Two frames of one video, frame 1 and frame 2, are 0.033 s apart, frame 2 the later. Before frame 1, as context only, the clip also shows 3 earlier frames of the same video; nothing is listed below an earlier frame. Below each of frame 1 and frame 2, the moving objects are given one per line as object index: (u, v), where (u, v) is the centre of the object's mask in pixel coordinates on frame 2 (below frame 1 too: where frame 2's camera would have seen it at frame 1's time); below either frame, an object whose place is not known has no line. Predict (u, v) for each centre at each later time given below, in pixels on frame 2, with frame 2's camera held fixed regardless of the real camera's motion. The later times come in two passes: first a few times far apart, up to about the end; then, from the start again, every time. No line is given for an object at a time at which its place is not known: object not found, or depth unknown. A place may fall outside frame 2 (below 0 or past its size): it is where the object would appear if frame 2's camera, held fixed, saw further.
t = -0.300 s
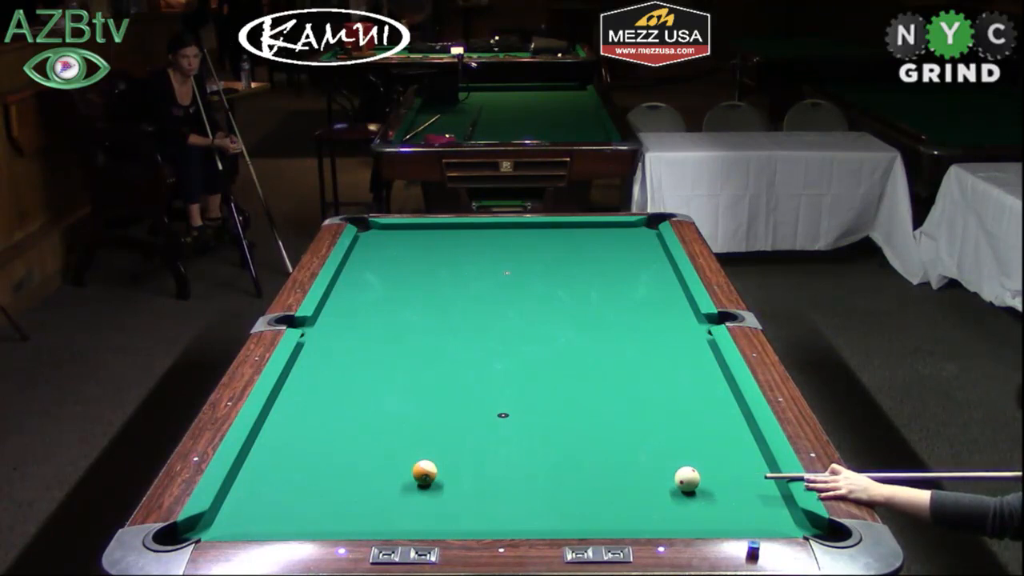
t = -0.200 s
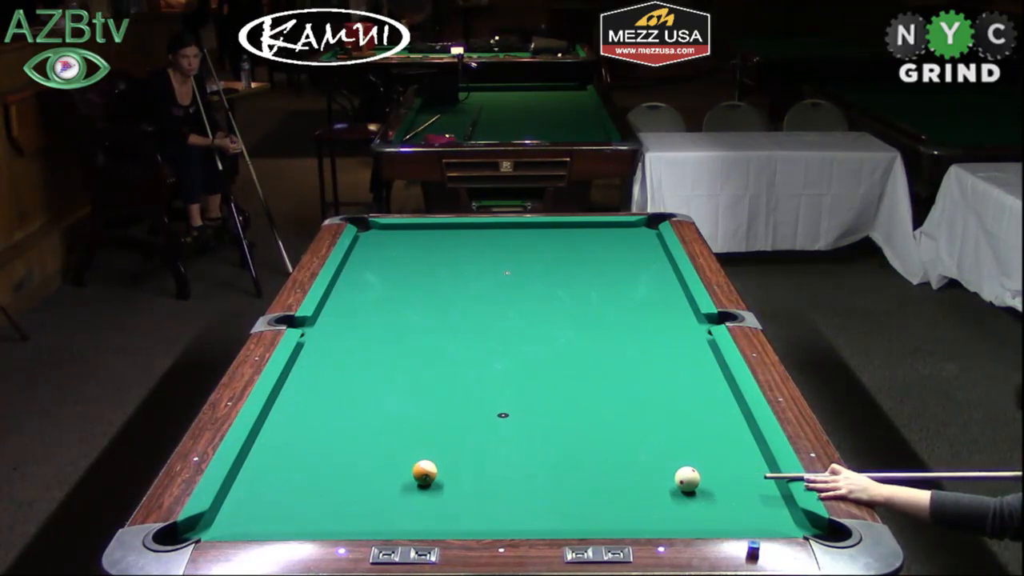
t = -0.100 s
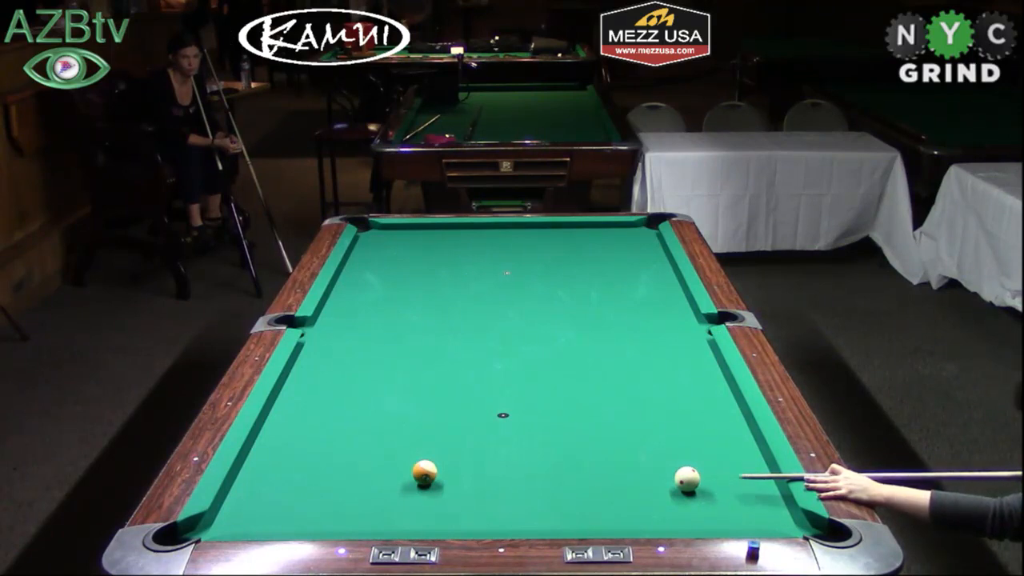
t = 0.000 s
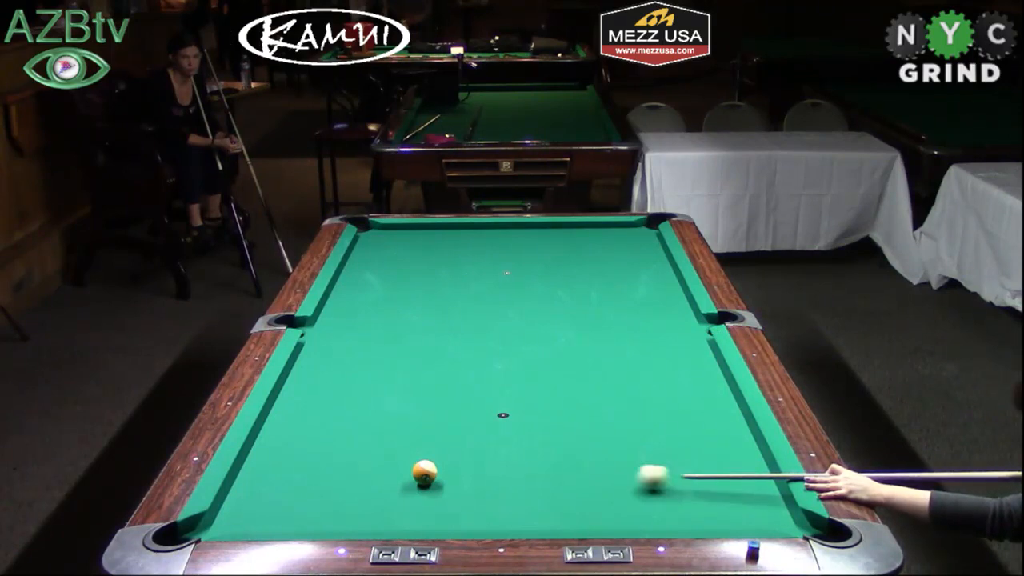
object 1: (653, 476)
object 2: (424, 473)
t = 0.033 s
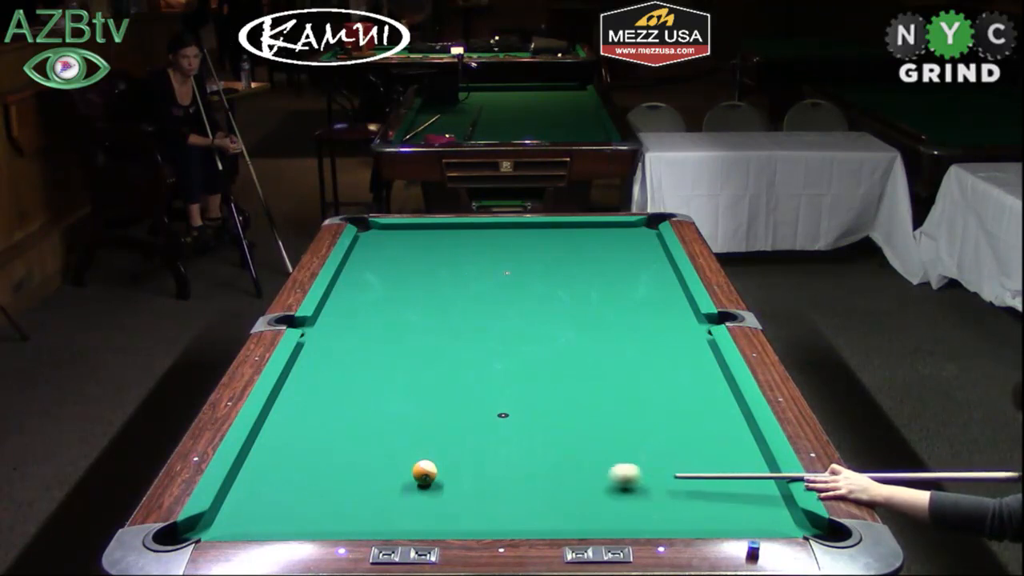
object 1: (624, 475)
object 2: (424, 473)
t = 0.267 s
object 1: (453, 466)
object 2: (424, 473)
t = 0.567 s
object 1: (369, 429)
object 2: (303, 504)
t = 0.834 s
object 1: (301, 401)
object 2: (203, 527)
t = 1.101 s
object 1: (314, 380)
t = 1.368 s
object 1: (354, 363)
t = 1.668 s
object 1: (395, 346)
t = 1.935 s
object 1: (428, 332)
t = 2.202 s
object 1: (457, 320)
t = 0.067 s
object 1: (597, 474)
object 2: (424, 473)
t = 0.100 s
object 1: (572, 472)
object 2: (424, 473)
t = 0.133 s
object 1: (547, 472)
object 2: (424, 473)
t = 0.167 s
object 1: (523, 471)
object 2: (424, 473)
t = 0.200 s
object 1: (500, 469)
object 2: (424, 473)
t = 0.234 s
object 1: (476, 468)
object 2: (424, 473)
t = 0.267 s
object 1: (453, 466)
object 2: (424, 473)
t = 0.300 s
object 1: (441, 462)
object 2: (413, 475)
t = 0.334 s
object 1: (434, 457)
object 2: (397, 479)
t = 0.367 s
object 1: (426, 453)
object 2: (382, 483)
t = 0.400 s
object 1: (417, 448)
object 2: (367, 487)
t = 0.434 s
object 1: (407, 444)
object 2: (353, 491)
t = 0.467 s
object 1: (397, 440)
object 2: (340, 494)
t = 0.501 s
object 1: (388, 436)
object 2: (328, 498)
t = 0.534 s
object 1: (378, 432)
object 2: (315, 501)
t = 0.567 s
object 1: (369, 429)
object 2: (303, 504)
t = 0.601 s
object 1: (360, 425)
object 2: (291, 507)
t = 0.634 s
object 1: (351, 421)
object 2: (279, 510)
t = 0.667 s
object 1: (342, 418)
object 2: (266, 513)
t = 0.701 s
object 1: (334, 414)
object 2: (254, 516)
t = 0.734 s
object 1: (326, 412)
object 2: (242, 518)
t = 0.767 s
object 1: (317, 408)
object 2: (228, 521)
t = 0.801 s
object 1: (309, 405)
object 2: (215, 524)
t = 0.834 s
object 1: (301, 401)
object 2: (203, 527)
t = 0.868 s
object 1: (293, 398)
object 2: (190, 531)
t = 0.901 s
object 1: (285, 395)
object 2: (178, 538)
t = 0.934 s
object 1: (282, 392)
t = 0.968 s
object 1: (290, 389)
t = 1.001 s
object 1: (297, 388)
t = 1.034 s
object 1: (303, 385)
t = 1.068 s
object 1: (308, 382)
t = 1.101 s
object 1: (314, 380)
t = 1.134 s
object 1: (319, 378)
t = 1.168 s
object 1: (324, 376)
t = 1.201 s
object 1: (329, 373)
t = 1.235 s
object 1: (335, 371)
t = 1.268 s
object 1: (340, 369)
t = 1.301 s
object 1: (345, 367)
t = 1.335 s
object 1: (349, 365)
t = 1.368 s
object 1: (354, 363)
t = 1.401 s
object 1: (359, 361)
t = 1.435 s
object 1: (364, 359)
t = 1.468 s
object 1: (368, 357)
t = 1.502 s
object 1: (373, 355)
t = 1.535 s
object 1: (378, 353)
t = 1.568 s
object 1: (382, 351)
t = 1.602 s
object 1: (387, 349)
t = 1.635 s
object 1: (391, 348)
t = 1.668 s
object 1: (395, 346)
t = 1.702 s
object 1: (399, 344)
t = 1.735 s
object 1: (404, 342)
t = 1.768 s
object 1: (408, 341)
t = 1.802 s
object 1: (412, 339)
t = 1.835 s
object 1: (416, 337)
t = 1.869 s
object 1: (420, 335)
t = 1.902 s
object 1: (424, 334)
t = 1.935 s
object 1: (428, 332)
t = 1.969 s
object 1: (431, 331)
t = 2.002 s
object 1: (435, 329)
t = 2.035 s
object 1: (439, 327)
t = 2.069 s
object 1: (443, 326)
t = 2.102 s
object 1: (446, 324)
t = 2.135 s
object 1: (450, 323)
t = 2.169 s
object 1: (454, 321)
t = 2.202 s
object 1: (457, 320)
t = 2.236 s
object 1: (461, 318)
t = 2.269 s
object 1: (464, 317)
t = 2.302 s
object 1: (467, 316)
